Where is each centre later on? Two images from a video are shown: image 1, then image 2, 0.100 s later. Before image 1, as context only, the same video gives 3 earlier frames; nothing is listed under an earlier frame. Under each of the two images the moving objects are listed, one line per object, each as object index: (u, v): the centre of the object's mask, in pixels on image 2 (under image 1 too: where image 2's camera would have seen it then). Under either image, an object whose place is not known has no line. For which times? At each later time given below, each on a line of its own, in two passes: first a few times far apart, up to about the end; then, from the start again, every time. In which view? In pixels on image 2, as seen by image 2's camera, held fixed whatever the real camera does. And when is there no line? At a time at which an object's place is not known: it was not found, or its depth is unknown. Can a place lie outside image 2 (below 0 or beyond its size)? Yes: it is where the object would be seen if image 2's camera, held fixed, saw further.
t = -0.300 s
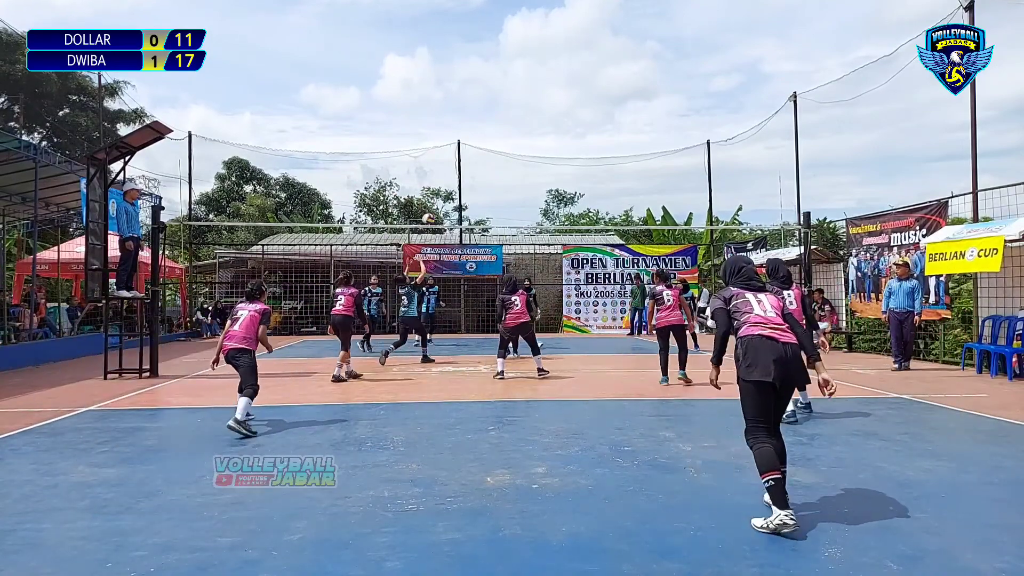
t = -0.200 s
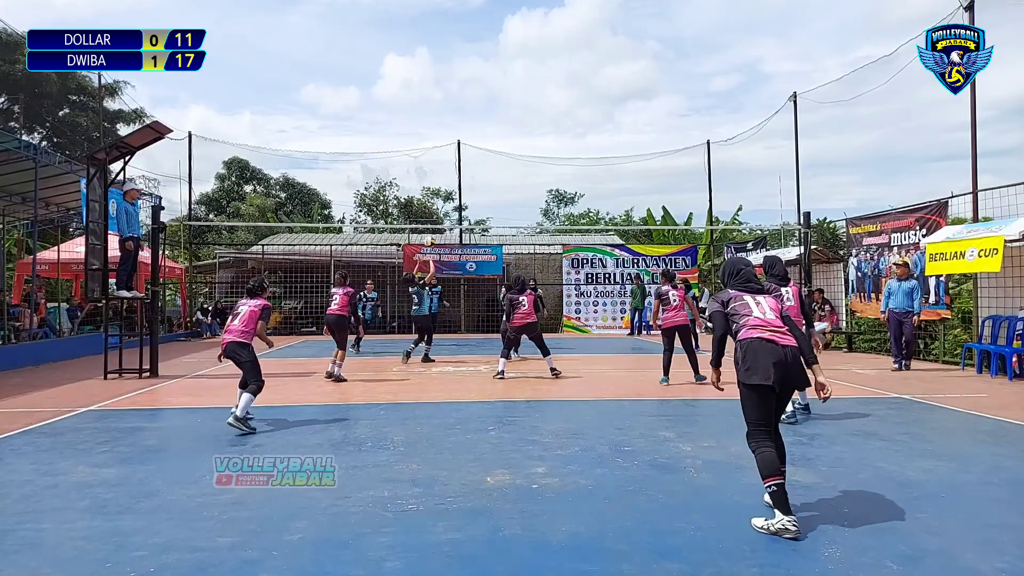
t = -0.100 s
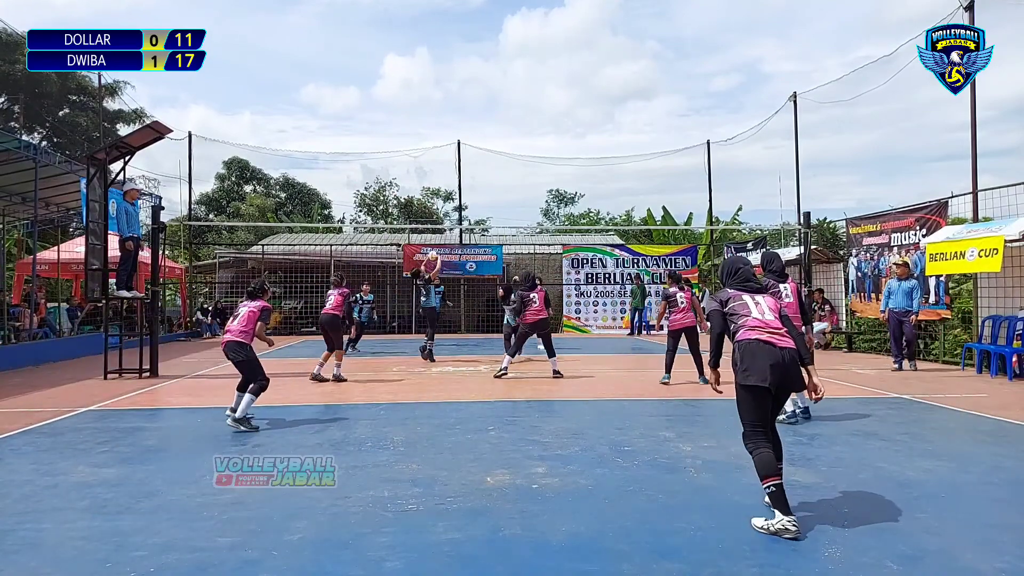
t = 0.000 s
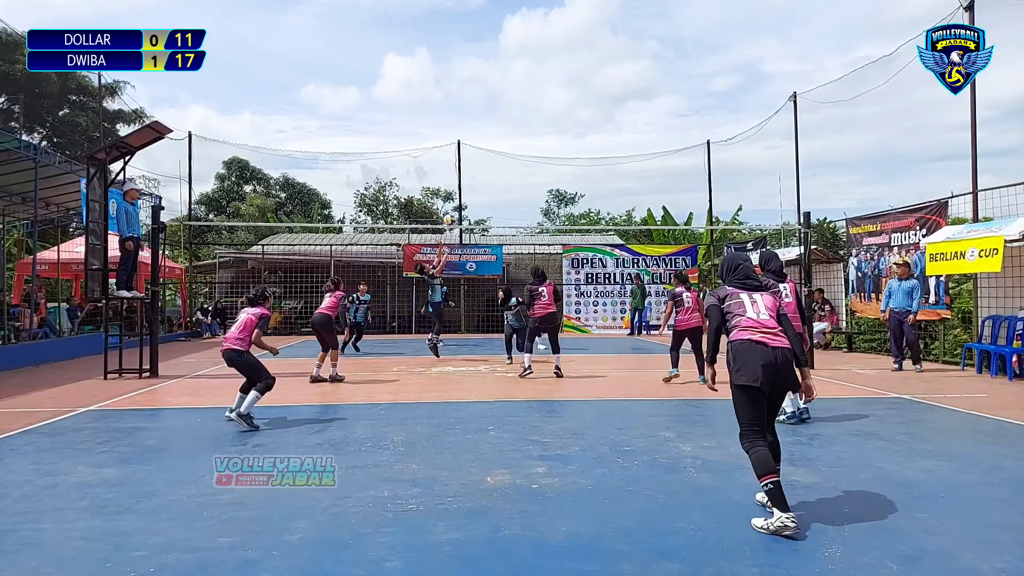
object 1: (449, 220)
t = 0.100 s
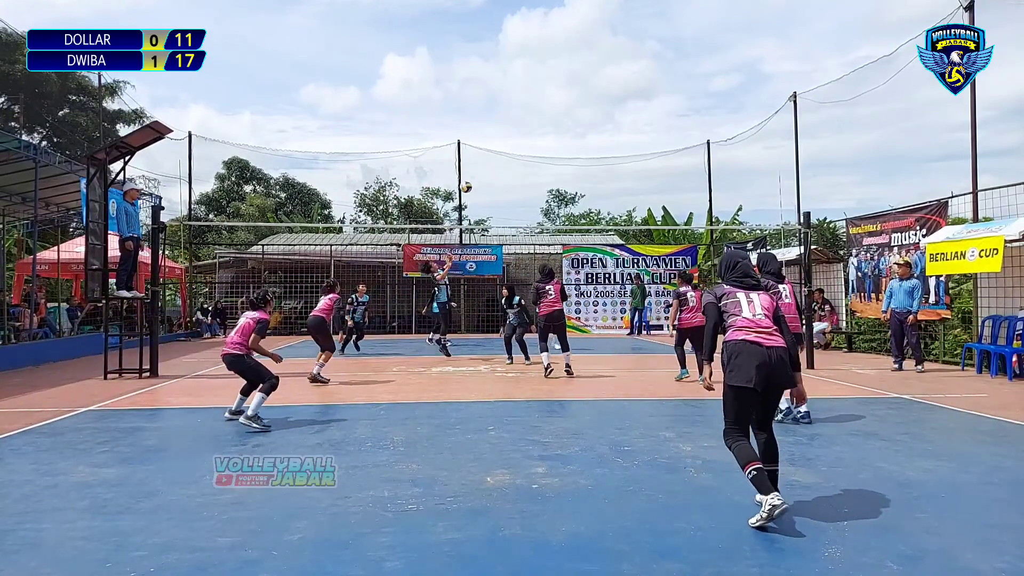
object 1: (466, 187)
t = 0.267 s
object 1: (492, 145)
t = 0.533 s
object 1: (531, 109)
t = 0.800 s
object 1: (571, 113)
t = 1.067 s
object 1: (610, 157)
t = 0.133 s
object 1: (471, 177)
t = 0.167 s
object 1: (476, 168)
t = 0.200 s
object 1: (482, 160)
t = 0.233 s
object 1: (487, 152)
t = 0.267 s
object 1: (492, 145)
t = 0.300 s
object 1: (497, 138)
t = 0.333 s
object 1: (501, 132)
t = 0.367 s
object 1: (507, 127)
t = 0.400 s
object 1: (511, 122)
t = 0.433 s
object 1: (516, 117)
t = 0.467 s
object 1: (521, 114)
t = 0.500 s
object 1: (526, 111)
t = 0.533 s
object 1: (531, 109)
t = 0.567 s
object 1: (536, 107)
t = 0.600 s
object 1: (541, 106)
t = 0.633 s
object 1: (546, 106)
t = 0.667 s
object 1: (551, 106)
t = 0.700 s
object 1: (556, 107)
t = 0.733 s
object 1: (561, 108)
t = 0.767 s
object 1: (566, 110)
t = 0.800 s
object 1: (571, 113)
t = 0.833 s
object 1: (575, 117)
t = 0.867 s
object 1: (580, 120)
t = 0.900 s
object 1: (585, 125)
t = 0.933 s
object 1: (590, 130)
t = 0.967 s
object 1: (595, 135)
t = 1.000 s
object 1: (600, 142)
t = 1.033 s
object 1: (605, 150)
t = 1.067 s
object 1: (610, 157)
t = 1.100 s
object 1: (615, 165)
